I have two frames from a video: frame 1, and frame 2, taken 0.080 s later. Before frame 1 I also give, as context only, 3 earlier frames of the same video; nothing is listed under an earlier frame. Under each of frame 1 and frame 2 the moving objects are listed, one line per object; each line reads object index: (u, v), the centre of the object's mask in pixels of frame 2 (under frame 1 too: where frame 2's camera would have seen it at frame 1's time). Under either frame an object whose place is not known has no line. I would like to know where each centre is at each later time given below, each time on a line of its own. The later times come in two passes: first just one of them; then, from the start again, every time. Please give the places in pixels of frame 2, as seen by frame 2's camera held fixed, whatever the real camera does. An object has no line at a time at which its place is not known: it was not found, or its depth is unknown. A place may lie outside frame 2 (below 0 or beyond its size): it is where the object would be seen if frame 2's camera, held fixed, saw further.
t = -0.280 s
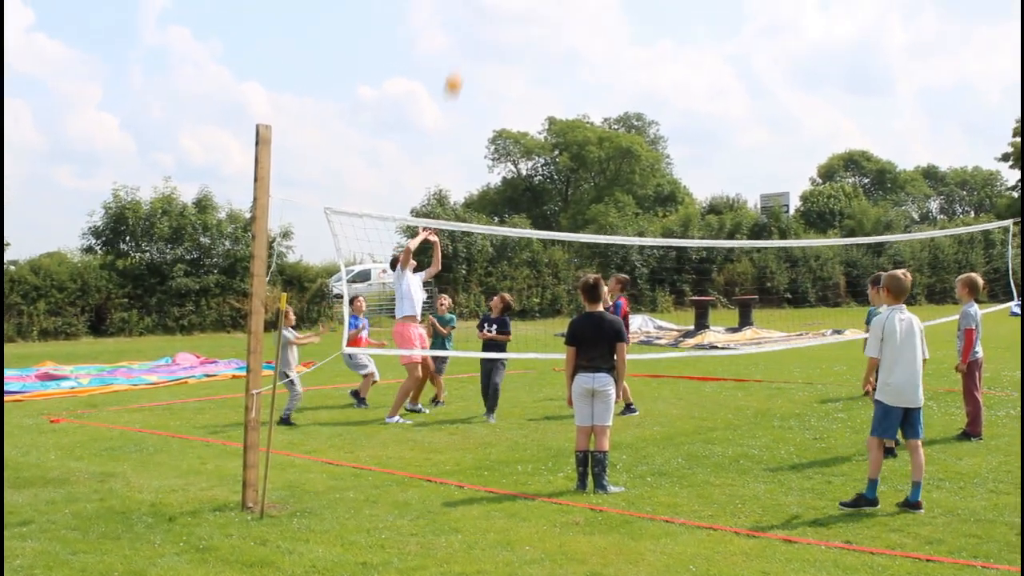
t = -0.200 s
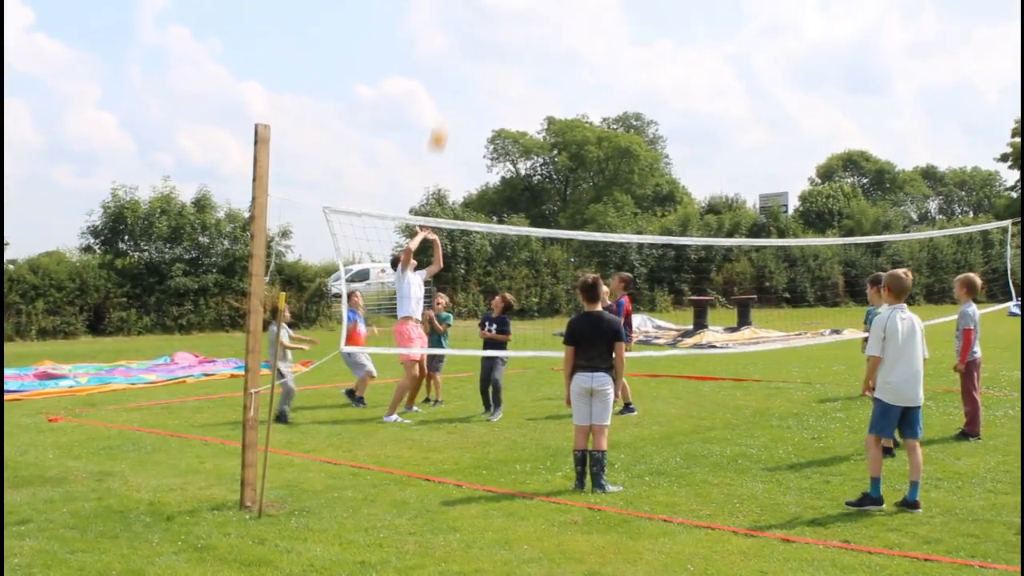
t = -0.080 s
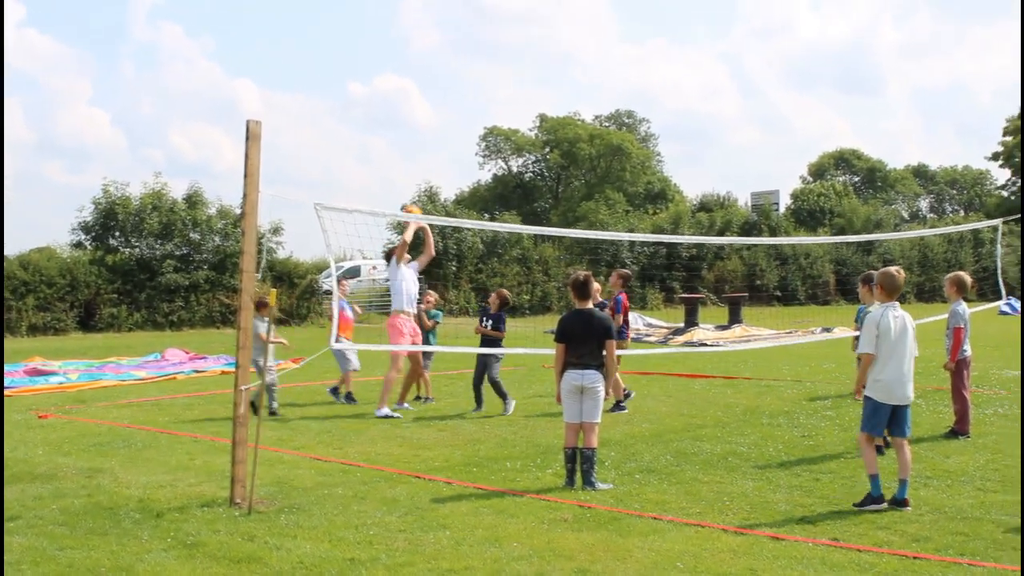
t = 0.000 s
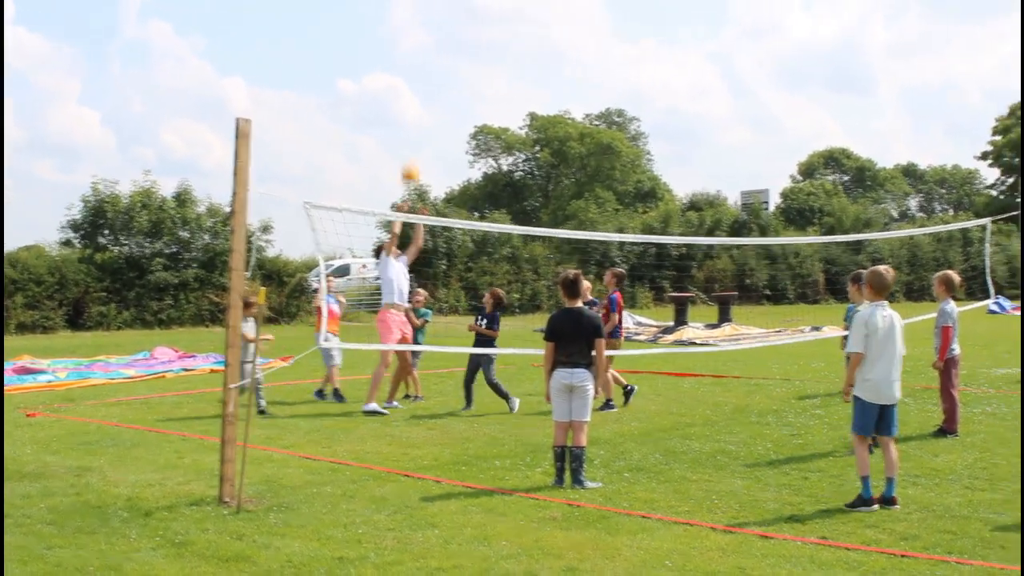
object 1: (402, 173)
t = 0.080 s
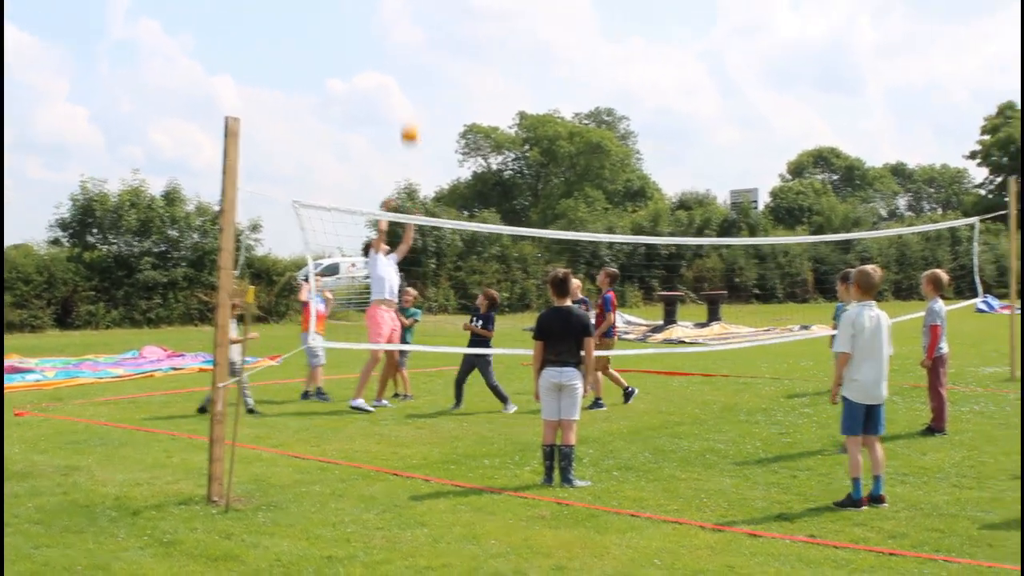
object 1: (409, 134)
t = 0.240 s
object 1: (422, 73)
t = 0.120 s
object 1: (413, 117)
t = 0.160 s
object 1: (416, 100)
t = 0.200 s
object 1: (419, 86)
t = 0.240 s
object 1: (422, 73)
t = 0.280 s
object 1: (424, 61)
